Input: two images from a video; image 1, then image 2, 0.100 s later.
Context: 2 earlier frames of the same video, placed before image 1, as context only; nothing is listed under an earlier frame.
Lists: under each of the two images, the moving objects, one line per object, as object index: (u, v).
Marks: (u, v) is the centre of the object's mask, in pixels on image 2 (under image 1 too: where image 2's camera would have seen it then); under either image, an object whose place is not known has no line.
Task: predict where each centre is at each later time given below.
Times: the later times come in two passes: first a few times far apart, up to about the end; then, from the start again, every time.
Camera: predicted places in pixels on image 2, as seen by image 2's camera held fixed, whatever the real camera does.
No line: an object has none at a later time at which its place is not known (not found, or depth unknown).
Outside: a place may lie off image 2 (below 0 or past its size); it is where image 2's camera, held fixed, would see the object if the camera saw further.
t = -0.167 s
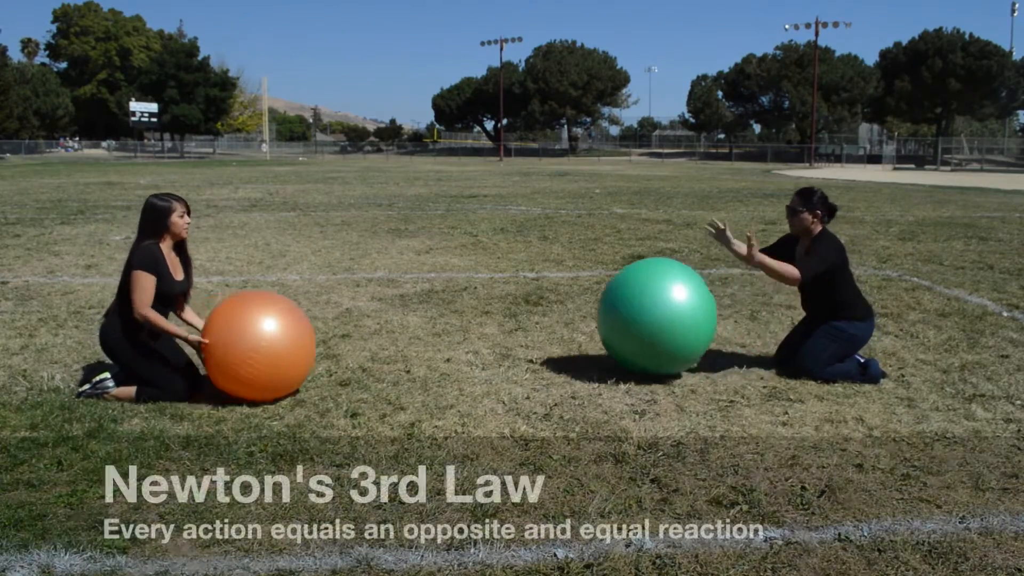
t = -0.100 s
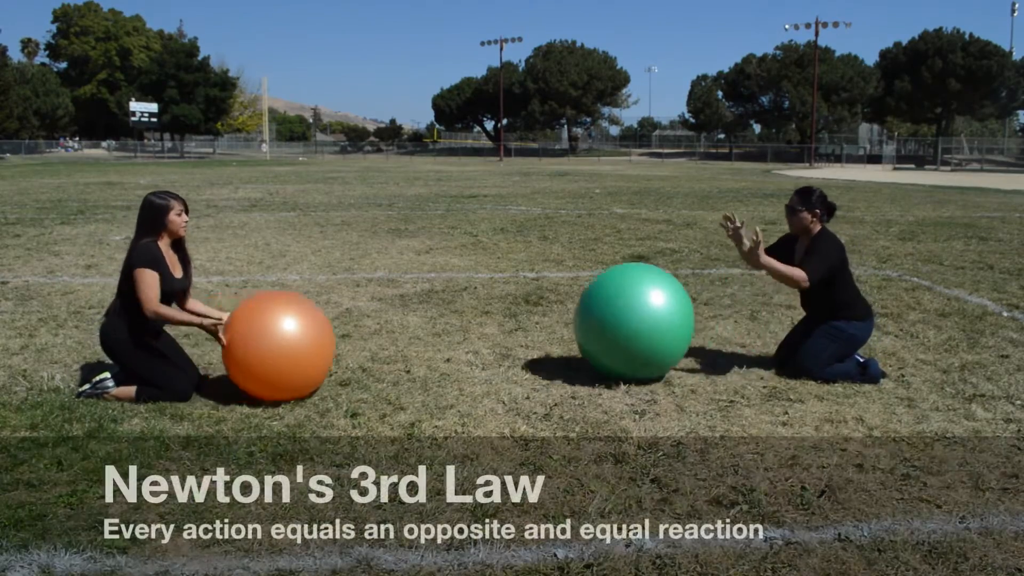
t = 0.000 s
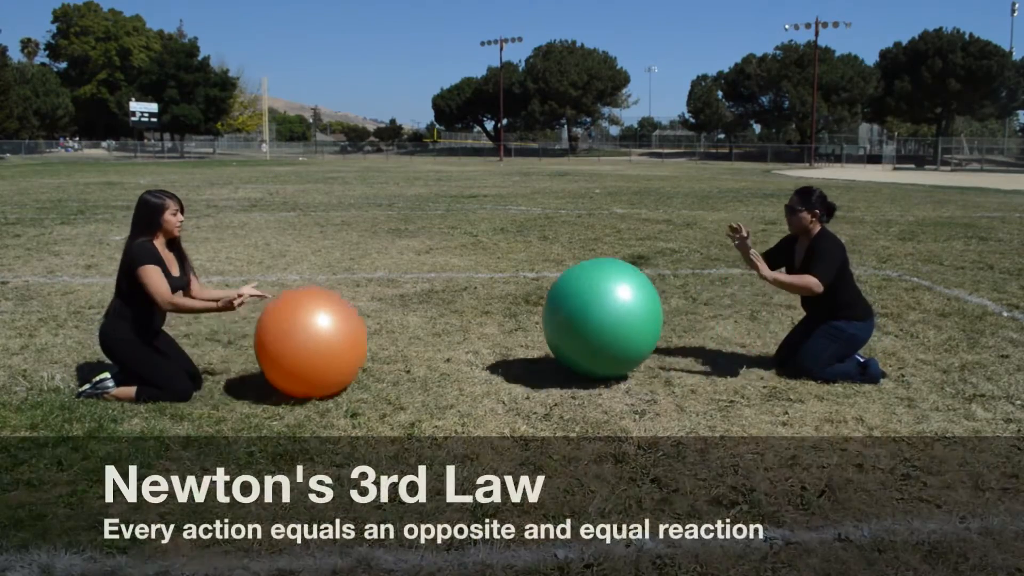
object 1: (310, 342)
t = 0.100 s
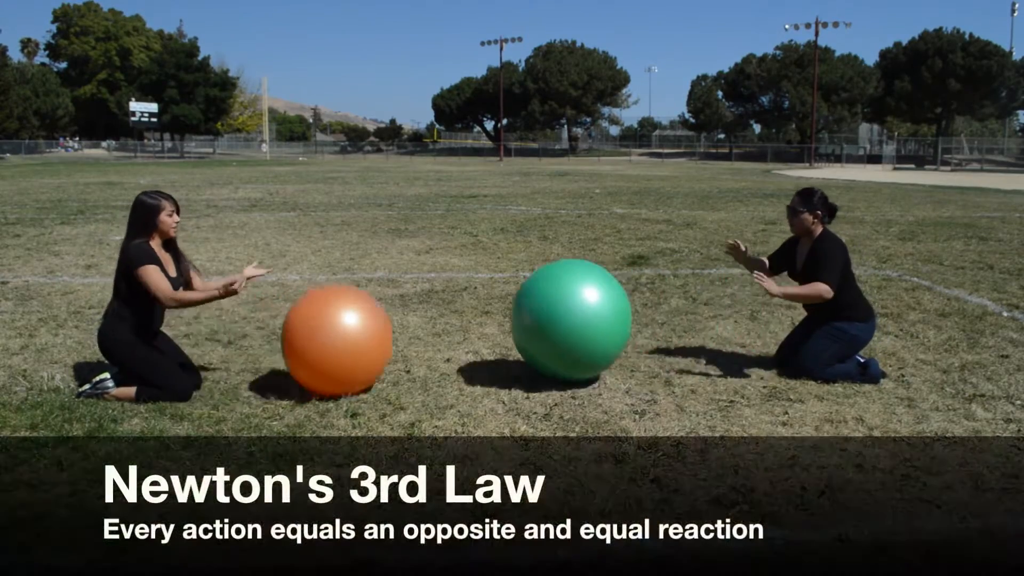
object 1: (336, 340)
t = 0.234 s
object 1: (368, 339)
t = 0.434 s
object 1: (381, 341)
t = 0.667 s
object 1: (357, 340)
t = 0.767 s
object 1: (353, 341)
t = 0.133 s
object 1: (345, 341)
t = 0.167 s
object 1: (353, 341)
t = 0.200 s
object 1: (361, 340)
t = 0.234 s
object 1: (368, 339)
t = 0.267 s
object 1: (376, 338)
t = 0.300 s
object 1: (382, 338)
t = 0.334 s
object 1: (387, 339)
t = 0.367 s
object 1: (386, 340)
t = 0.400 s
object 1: (383, 341)
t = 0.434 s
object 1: (381, 341)
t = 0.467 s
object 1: (376, 340)
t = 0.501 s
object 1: (372, 339)
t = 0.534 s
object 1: (369, 339)
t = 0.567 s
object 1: (366, 340)
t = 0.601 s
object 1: (362, 340)
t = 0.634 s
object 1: (359, 340)
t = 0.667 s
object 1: (357, 340)
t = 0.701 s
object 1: (355, 340)
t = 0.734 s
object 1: (354, 341)
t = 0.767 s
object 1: (353, 341)
